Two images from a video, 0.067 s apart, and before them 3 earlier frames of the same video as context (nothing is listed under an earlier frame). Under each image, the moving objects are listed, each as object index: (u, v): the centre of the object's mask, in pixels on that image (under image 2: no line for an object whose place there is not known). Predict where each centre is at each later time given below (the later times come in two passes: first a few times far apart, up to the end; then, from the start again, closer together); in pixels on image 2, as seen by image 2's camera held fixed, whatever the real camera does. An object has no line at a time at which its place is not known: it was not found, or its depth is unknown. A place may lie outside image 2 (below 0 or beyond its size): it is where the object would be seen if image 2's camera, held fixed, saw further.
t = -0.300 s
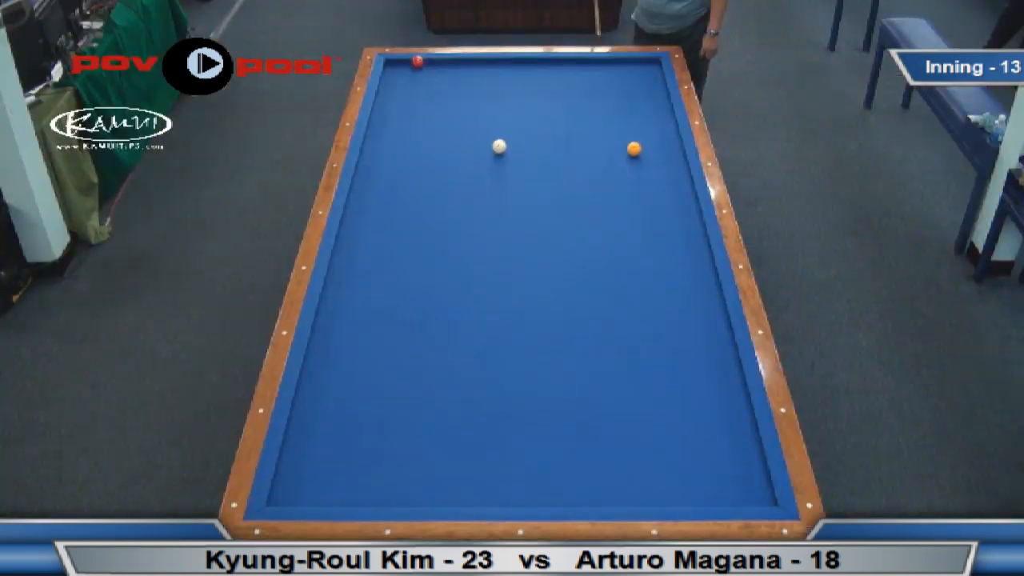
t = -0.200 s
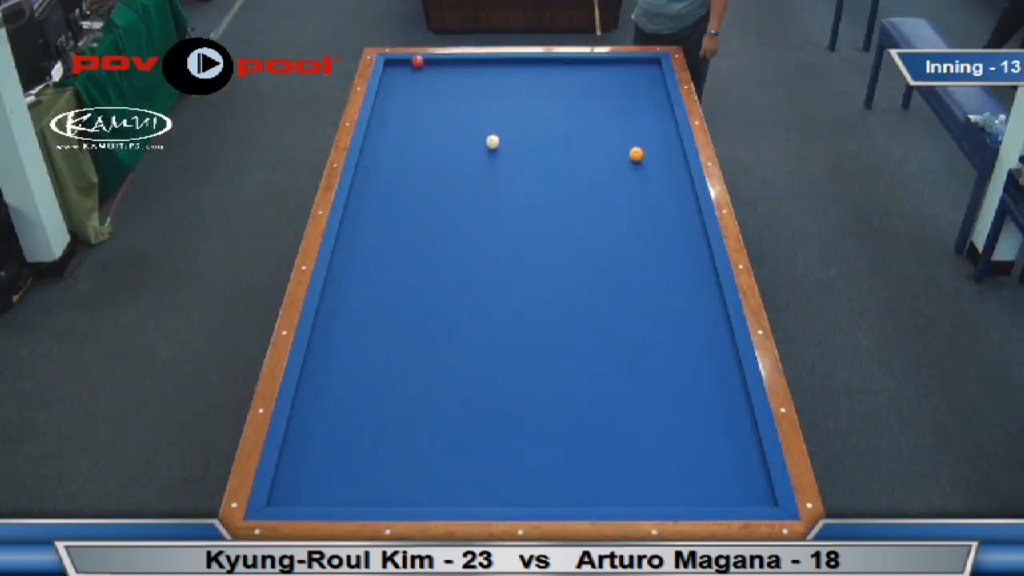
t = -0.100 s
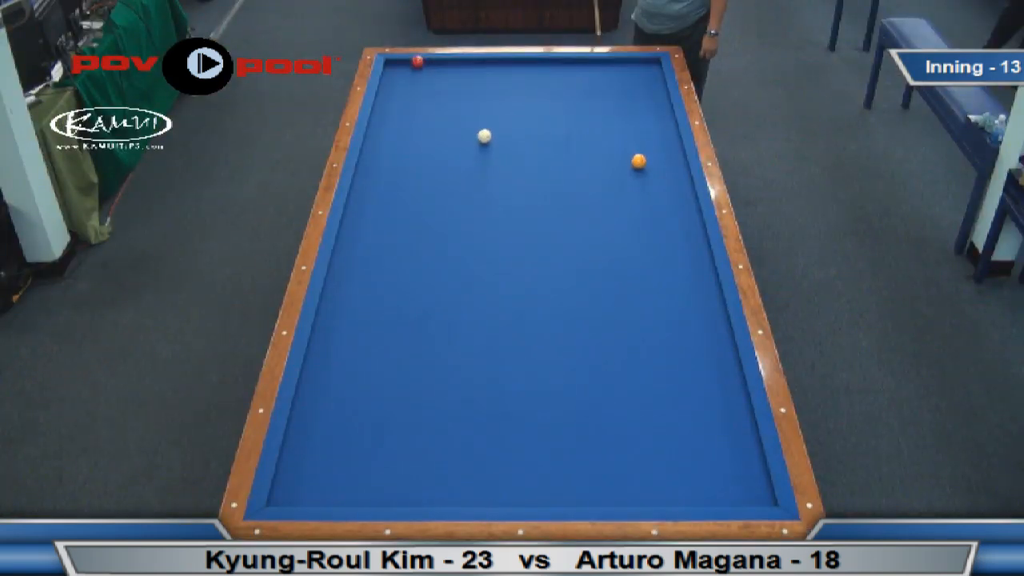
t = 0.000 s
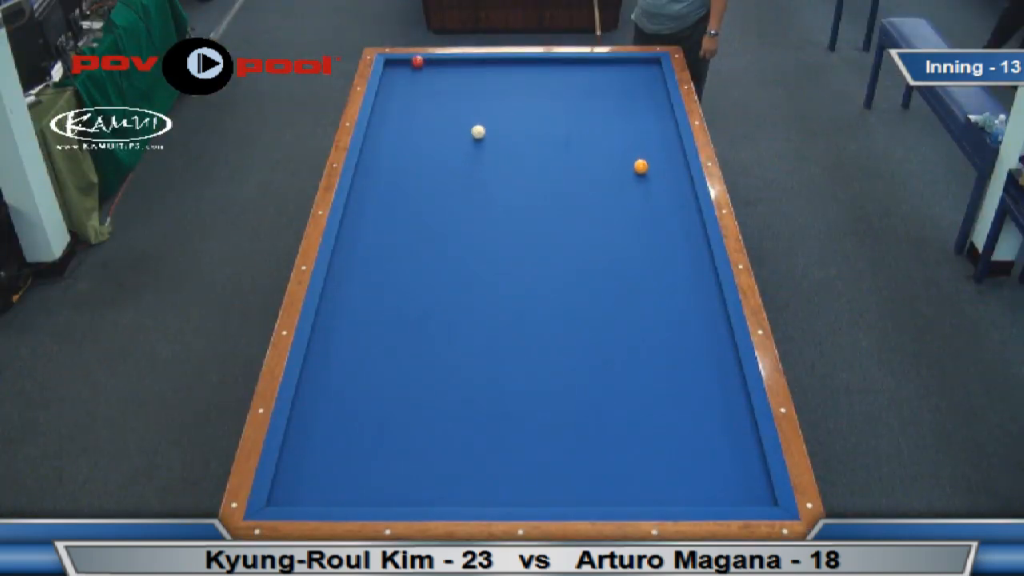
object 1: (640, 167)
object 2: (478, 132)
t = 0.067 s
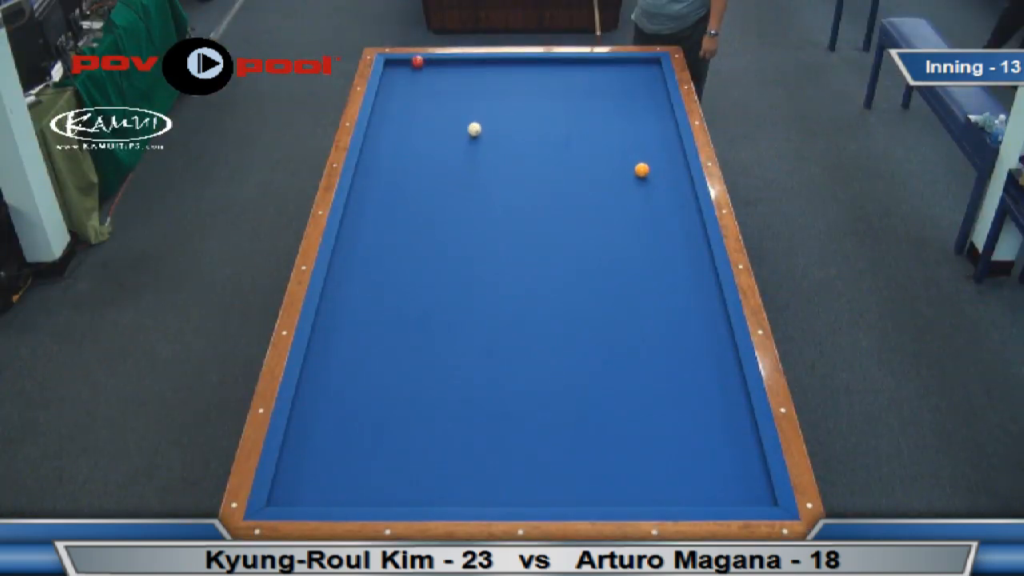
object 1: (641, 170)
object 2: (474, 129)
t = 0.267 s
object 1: (645, 181)
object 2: (463, 121)
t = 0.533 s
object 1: (651, 195)
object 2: (448, 111)
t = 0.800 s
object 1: (656, 210)
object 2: (435, 102)
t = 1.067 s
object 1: (661, 224)
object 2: (422, 93)
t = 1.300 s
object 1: (665, 238)
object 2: (412, 86)
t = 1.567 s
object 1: (670, 253)
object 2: (401, 78)
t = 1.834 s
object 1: (676, 269)
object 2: (389, 69)
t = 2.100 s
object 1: (680, 284)
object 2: (395, 64)
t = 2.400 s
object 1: (686, 301)
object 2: (401, 64)
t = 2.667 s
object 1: (690, 316)
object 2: (406, 66)
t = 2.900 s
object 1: (694, 328)
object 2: (409, 69)
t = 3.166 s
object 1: (698, 343)
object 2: (413, 71)
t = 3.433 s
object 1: (703, 359)
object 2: (417, 74)
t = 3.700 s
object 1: (706, 373)
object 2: (420, 75)
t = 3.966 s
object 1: (710, 387)
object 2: (423, 77)
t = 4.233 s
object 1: (713, 400)
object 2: (425, 79)
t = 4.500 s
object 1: (717, 413)
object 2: (428, 80)
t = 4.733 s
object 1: (719, 424)
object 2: (429, 81)
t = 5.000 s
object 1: (722, 437)
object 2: (431, 82)
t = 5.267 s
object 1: (724, 450)
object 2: (432, 83)
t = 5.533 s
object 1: (725, 461)
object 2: (432, 84)
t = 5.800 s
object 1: (727, 471)
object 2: (433, 84)
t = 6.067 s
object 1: (729, 480)
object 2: (433, 84)
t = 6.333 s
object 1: (731, 488)
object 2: (433, 84)
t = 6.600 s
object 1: (733, 496)
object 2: (433, 84)
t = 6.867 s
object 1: (734, 497)
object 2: (433, 84)
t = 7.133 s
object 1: (733, 495)
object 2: (433, 84)
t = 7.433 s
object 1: (733, 493)
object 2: (433, 84)
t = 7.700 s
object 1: (732, 491)
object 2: (433, 84)
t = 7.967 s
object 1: (732, 491)
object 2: (433, 84)
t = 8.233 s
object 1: (731, 491)
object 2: (433, 84)
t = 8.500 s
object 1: (731, 491)
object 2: (433, 84)
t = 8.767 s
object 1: (731, 490)
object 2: (433, 84)
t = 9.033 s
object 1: (731, 490)
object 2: (433, 84)
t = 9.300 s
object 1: (731, 490)
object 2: (433, 84)
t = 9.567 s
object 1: (731, 490)
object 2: (433, 84)
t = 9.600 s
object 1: (731, 490)
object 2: (433, 84)
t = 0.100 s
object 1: (642, 172)
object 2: (472, 128)
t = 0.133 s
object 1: (643, 174)
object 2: (470, 126)
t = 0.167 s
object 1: (644, 175)
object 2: (468, 125)
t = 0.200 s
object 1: (644, 177)
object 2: (466, 124)
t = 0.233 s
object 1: (645, 179)
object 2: (464, 122)
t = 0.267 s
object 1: (645, 181)
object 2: (463, 121)
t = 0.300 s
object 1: (646, 183)
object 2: (461, 120)
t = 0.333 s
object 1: (647, 184)
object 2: (459, 119)
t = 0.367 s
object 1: (648, 186)
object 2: (457, 117)
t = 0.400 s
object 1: (648, 188)
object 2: (455, 116)
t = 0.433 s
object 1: (649, 190)
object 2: (453, 115)
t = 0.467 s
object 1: (650, 191)
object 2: (452, 113)
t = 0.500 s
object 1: (650, 193)
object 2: (450, 112)
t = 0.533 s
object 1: (651, 195)
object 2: (448, 111)
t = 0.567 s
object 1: (651, 197)
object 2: (447, 110)
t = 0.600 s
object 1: (652, 199)
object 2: (445, 109)
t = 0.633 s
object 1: (653, 201)
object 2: (443, 108)
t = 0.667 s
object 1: (653, 203)
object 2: (442, 106)
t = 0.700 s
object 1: (654, 204)
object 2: (440, 105)
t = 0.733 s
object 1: (655, 206)
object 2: (438, 104)
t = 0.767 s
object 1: (655, 208)
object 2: (436, 103)
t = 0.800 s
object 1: (656, 210)
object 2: (435, 102)
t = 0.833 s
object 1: (657, 212)
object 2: (433, 101)
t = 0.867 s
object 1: (657, 214)
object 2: (432, 100)
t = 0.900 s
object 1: (658, 215)
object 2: (430, 98)
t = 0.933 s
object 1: (659, 217)
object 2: (428, 97)
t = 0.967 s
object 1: (659, 219)
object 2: (427, 96)
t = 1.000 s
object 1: (660, 221)
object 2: (425, 95)
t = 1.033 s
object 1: (661, 223)
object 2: (424, 94)
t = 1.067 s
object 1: (661, 224)
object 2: (422, 93)
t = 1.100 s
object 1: (662, 226)
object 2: (421, 92)
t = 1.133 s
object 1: (662, 228)
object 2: (419, 91)
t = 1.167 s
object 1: (663, 230)
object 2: (418, 90)
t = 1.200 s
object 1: (663, 232)
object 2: (416, 89)
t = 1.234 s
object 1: (664, 234)
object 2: (415, 88)
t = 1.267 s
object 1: (665, 236)
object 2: (413, 87)
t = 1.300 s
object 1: (665, 238)
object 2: (412, 86)
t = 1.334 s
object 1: (666, 239)
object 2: (410, 85)
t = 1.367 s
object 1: (667, 241)
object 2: (409, 84)
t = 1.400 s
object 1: (667, 243)
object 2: (408, 83)
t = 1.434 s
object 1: (668, 245)
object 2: (406, 82)
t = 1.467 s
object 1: (669, 247)
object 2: (405, 81)
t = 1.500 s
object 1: (669, 249)
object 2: (404, 80)
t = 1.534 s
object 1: (670, 251)
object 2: (402, 79)
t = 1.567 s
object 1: (670, 253)
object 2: (401, 78)
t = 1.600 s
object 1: (671, 254)
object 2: (400, 77)
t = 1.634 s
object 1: (672, 258)
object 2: (397, 75)
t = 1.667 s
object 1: (673, 260)
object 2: (396, 74)
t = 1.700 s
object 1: (674, 262)
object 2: (394, 73)
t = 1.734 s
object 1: (674, 264)
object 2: (393, 72)
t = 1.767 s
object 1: (675, 266)
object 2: (392, 71)
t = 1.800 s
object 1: (675, 267)
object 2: (391, 70)
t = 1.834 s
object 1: (676, 269)
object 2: (389, 69)
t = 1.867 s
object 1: (676, 271)
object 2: (388, 68)
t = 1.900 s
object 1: (677, 273)
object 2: (389, 68)
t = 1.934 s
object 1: (678, 275)
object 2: (390, 67)
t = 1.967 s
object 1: (678, 277)
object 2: (391, 67)
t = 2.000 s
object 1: (679, 279)
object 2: (392, 66)
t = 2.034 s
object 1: (679, 280)
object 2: (393, 65)
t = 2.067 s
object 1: (680, 282)
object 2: (394, 65)
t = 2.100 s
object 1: (680, 284)
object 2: (395, 64)
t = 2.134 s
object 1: (681, 286)
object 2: (396, 64)
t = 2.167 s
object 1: (682, 288)
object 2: (396, 63)
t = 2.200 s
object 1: (682, 290)
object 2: (397, 62)
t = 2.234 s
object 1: (683, 292)
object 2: (398, 62)
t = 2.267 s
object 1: (683, 293)
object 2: (399, 62)
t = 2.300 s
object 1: (684, 295)
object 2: (399, 63)
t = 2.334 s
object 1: (684, 297)
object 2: (400, 63)
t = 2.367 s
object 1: (685, 299)
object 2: (401, 63)
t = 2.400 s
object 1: (686, 301)
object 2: (401, 64)
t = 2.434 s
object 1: (686, 303)
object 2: (402, 64)
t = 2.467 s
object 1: (687, 304)
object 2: (402, 64)
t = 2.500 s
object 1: (687, 306)
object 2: (403, 65)
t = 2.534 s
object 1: (688, 308)
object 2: (404, 65)
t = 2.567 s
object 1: (688, 310)
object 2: (404, 65)
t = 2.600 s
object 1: (689, 312)
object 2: (405, 66)
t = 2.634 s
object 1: (690, 314)
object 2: (405, 66)
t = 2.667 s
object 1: (690, 316)
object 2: (406, 66)
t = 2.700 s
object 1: (691, 317)
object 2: (406, 67)
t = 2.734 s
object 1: (691, 319)
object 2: (407, 67)
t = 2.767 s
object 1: (692, 321)
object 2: (407, 67)
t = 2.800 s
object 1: (692, 323)
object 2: (408, 68)
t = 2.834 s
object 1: (693, 325)
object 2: (408, 68)
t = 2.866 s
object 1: (693, 327)
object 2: (409, 68)
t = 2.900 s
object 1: (694, 328)
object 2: (409, 69)
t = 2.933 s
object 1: (694, 330)
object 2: (410, 69)
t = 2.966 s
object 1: (695, 332)
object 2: (411, 69)
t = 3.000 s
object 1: (695, 334)
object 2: (411, 70)
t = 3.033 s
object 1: (696, 336)
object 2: (412, 70)
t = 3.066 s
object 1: (697, 338)
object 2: (412, 70)
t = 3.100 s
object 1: (697, 339)
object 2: (413, 71)
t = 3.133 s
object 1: (698, 341)
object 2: (413, 71)
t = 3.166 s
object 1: (698, 343)
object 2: (413, 71)
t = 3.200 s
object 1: (699, 345)
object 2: (414, 71)
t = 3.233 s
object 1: (699, 346)
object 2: (415, 72)
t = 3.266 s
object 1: (700, 348)
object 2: (415, 72)
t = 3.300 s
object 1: (700, 350)
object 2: (415, 72)
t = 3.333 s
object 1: (701, 352)
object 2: (416, 73)
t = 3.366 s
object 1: (701, 354)
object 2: (416, 73)
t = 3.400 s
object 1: (702, 357)
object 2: (417, 73)
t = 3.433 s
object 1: (703, 359)
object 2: (417, 74)
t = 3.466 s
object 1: (703, 361)
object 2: (417, 74)
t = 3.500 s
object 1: (703, 363)
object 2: (418, 74)
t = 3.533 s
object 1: (704, 364)
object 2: (418, 74)
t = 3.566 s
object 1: (704, 366)
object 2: (419, 75)
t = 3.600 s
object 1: (705, 368)
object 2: (419, 75)
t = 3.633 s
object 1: (705, 370)
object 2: (420, 75)
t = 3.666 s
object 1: (706, 372)
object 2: (420, 75)
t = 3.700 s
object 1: (706, 373)
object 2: (420, 75)
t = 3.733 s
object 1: (707, 375)
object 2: (421, 76)
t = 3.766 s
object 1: (707, 377)
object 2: (421, 76)
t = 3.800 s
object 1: (708, 379)
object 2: (421, 76)
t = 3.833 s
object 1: (708, 380)
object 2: (422, 76)
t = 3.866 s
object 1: (709, 382)
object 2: (422, 77)
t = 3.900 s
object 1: (709, 384)
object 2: (422, 77)
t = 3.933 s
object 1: (710, 385)
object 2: (423, 77)
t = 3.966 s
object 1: (710, 387)
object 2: (423, 77)
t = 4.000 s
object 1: (711, 389)
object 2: (423, 77)
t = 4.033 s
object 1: (711, 390)
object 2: (424, 78)
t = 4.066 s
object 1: (711, 392)
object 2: (424, 78)
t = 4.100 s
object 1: (712, 394)
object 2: (424, 78)
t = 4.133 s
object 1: (712, 395)
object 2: (424, 78)
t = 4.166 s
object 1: (713, 397)
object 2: (425, 78)
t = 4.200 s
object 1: (713, 399)
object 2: (425, 79)
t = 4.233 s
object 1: (713, 400)
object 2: (425, 79)
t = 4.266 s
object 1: (714, 402)
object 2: (426, 79)
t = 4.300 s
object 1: (714, 403)
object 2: (426, 79)
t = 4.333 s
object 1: (715, 405)
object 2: (426, 79)
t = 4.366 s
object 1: (715, 407)
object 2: (427, 80)
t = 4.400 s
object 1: (716, 409)
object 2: (427, 80)
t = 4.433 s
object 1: (716, 410)
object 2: (427, 80)
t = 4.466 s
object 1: (716, 412)
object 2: (427, 80)
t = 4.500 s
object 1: (717, 413)
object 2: (428, 80)
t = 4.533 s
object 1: (717, 415)
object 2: (428, 81)
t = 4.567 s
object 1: (718, 416)
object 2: (428, 81)
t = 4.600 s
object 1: (718, 418)
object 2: (428, 81)
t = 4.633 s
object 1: (719, 420)
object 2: (428, 81)
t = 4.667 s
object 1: (719, 421)
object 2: (429, 81)
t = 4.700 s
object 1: (719, 423)
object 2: (429, 81)
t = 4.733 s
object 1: (719, 424)
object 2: (429, 81)
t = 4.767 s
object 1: (720, 426)
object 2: (429, 81)
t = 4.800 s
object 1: (720, 427)
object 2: (430, 82)
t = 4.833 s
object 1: (720, 429)
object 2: (430, 82)
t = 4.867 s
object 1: (721, 431)
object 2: (430, 82)
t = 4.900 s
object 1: (721, 432)
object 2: (430, 82)
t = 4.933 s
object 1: (721, 434)
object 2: (430, 82)
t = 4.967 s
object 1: (721, 435)
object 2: (430, 82)
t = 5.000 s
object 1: (722, 437)
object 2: (431, 82)
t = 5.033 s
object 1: (722, 438)
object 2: (431, 82)
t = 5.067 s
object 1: (722, 440)
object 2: (431, 83)
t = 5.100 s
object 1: (722, 441)
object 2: (431, 83)
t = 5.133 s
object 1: (723, 443)
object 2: (431, 83)
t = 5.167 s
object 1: (723, 445)
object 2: (431, 83)
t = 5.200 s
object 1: (723, 447)
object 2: (432, 83)
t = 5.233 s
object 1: (724, 448)
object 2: (432, 83)
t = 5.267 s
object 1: (724, 450)
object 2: (432, 83)
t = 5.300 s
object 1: (724, 451)
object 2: (432, 83)
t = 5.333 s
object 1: (724, 453)
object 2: (432, 83)
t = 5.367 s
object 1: (724, 454)
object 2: (432, 83)
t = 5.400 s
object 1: (725, 455)
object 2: (432, 83)
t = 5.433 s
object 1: (724, 457)
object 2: (432, 84)
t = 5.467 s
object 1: (725, 458)
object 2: (432, 84)
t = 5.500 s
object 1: (725, 459)
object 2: (432, 84)
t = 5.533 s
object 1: (725, 461)
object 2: (432, 84)
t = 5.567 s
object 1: (725, 462)
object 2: (432, 84)
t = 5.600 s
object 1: (726, 463)
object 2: (432, 84)
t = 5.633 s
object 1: (726, 465)
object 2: (432, 84)
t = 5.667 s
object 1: (726, 466)
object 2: (432, 84)
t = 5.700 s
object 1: (726, 467)
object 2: (432, 84)
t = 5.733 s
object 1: (727, 468)
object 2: (432, 84)
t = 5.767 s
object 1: (727, 470)
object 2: (432, 84)
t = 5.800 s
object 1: (727, 471)
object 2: (433, 84)
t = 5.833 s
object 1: (727, 472)
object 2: (433, 84)
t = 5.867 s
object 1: (728, 474)
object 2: (433, 84)
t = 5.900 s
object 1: (728, 475)
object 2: (433, 84)
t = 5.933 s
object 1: (728, 476)
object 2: (433, 84)
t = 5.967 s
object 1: (728, 477)
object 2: (433, 84)
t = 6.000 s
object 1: (729, 478)
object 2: (433, 84)
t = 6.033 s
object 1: (729, 479)
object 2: (433, 84)
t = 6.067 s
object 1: (729, 480)
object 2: (433, 84)
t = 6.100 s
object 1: (729, 481)
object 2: (433, 84)
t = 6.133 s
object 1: (730, 483)
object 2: (433, 84)
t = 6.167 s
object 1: (730, 484)
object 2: (433, 84)
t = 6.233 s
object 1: (730, 485)
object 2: (433, 84)
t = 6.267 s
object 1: (730, 486)
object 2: (433, 84)
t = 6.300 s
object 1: (730, 487)
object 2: (433, 84)
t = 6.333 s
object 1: (731, 488)
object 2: (433, 84)
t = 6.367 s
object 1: (731, 489)
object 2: (433, 84)
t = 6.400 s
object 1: (731, 490)
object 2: (433, 84)
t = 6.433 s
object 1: (732, 491)
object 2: (433, 84)
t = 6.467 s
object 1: (732, 492)
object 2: (433, 84)
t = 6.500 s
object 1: (732, 493)
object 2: (433, 84)
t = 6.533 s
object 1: (732, 494)
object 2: (433, 84)
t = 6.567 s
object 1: (733, 495)
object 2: (433, 84)
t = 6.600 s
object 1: (733, 496)
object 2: (433, 84)
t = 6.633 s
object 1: (733, 496)
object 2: (433, 84)
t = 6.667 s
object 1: (733, 497)
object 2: (433, 84)
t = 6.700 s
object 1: (733, 498)
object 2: (433, 84)
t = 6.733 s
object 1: (734, 498)
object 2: (433, 84)
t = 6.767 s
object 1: (734, 498)
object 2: (433, 84)
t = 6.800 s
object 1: (734, 498)
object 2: (433, 84)
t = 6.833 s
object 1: (734, 497)
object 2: (433, 84)
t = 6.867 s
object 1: (734, 497)
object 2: (433, 84)
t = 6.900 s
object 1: (734, 497)
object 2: (433, 84)
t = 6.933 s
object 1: (734, 497)
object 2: (433, 84)
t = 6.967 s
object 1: (733, 496)
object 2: (433, 84)
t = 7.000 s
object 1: (733, 496)
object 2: (433, 84)
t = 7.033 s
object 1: (733, 495)
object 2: (433, 84)
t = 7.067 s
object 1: (733, 495)
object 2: (433, 84)
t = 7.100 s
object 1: (733, 495)
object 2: (433, 84)
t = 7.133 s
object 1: (733, 495)
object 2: (433, 84)
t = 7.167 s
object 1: (733, 494)
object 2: (433, 84)
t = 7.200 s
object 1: (733, 494)
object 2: (433, 84)
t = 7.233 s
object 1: (733, 494)
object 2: (433, 84)
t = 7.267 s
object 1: (733, 494)
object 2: (433, 84)
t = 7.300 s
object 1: (733, 493)
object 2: (433, 84)
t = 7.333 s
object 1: (733, 493)
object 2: (433, 84)
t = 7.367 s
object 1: (733, 493)
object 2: (433, 84)
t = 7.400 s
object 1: (733, 493)
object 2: (433, 84)
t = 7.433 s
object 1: (733, 493)
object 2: (433, 84)
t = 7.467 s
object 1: (732, 492)
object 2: (433, 84)
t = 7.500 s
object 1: (732, 492)
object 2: (433, 84)
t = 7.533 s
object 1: (732, 492)
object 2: (433, 84)
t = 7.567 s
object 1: (732, 492)
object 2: (433, 84)
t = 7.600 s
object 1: (732, 492)
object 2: (433, 84)
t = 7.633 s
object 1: (732, 492)
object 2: (433, 84)
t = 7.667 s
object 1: (732, 491)
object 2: (433, 84)
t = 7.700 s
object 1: (732, 491)
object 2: (433, 84)
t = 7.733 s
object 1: (732, 491)
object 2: (433, 84)
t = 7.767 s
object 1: (732, 491)
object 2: (433, 84)
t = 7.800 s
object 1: (732, 491)
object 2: (433, 84)
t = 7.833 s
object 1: (732, 491)
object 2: (433, 84)
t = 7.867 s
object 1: (732, 491)
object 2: (433, 84)
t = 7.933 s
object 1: (732, 491)
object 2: (433, 84)
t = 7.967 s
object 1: (732, 491)
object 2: (433, 84)
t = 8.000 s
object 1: (732, 491)
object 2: (433, 84)
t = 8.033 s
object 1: (732, 491)
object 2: (433, 84)
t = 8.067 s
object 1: (732, 491)
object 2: (433, 84)
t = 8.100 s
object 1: (732, 491)
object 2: (433, 84)
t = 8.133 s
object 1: (732, 491)
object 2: (433, 84)
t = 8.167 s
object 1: (731, 491)
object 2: (433, 84)
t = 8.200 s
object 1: (731, 491)
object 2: (433, 84)
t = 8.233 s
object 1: (731, 491)
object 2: (433, 84)
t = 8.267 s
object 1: (731, 491)
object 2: (433, 84)
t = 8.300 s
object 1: (731, 491)
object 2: (433, 84)
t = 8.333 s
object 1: (731, 491)
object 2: (433, 84)
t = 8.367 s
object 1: (731, 491)
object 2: (433, 84)
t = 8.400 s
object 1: (731, 491)
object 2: (433, 84)
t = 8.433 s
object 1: (731, 491)
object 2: (433, 84)
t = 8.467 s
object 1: (731, 491)
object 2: (433, 84)
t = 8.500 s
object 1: (731, 491)
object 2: (433, 84)
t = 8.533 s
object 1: (731, 491)
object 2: (433, 84)
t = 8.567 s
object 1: (731, 491)
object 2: (433, 84)
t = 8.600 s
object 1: (731, 491)
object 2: (433, 84)
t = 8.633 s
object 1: (731, 491)
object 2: (433, 84)
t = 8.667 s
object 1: (731, 491)
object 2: (433, 84)
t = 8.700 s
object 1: (731, 491)
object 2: (433, 84)
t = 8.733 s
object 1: (731, 490)
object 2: (433, 84)
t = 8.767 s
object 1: (731, 490)
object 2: (433, 84)
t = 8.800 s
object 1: (731, 490)
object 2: (433, 84)
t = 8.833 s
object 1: (731, 490)
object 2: (433, 84)
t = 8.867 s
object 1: (731, 490)
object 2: (433, 84)
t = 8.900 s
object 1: (731, 490)
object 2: (433, 84)
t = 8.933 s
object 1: (731, 490)
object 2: (433, 84)
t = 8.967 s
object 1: (731, 490)
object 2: (433, 84)
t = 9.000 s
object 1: (731, 490)
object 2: (433, 84)
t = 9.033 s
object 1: (731, 490)
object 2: (433, 84)
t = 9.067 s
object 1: (731, 490)
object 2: (433, 84)
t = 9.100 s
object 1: (731, 490)
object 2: (433, 84)
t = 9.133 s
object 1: (731, 490)
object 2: (433, 84)
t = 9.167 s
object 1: (731, 490)
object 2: (433, 84)
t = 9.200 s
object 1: (731, 490)
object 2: (433, 84)
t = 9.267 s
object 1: (731, 490)
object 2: (433, 84)
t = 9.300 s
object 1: (731, 490)
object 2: (433, 84)
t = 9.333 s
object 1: (731, 490)
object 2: (433, 84)
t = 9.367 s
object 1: (731, 490)
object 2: (433, 84)
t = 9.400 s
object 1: (731, 490)
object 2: (433, 84)
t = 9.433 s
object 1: (731, 490)
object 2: (433, 84)
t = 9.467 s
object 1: (731, 490)
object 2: (433, 84)
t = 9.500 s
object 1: (732, 490)
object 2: (433, 84)
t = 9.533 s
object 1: (731, 490)
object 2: (433, 84)
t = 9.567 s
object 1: (731, 490)
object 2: (433, 84)
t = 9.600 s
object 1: (731, 490)
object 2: (433, 84)
